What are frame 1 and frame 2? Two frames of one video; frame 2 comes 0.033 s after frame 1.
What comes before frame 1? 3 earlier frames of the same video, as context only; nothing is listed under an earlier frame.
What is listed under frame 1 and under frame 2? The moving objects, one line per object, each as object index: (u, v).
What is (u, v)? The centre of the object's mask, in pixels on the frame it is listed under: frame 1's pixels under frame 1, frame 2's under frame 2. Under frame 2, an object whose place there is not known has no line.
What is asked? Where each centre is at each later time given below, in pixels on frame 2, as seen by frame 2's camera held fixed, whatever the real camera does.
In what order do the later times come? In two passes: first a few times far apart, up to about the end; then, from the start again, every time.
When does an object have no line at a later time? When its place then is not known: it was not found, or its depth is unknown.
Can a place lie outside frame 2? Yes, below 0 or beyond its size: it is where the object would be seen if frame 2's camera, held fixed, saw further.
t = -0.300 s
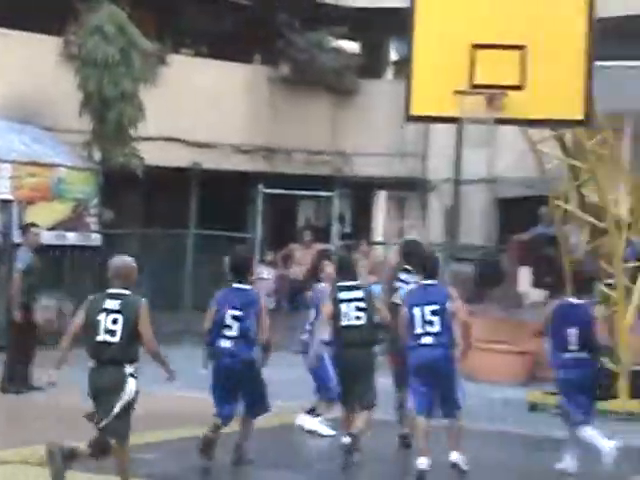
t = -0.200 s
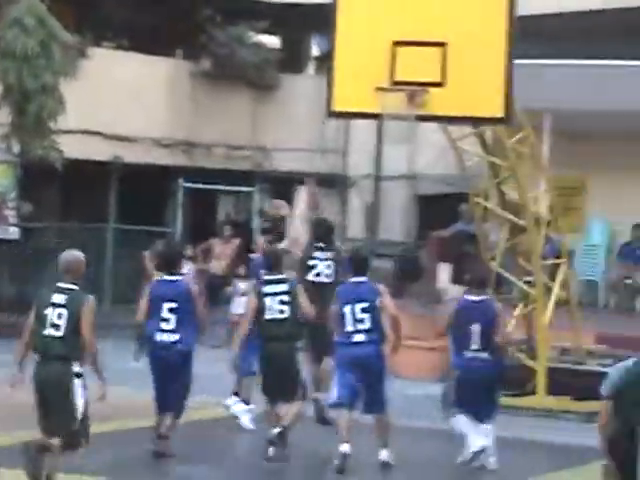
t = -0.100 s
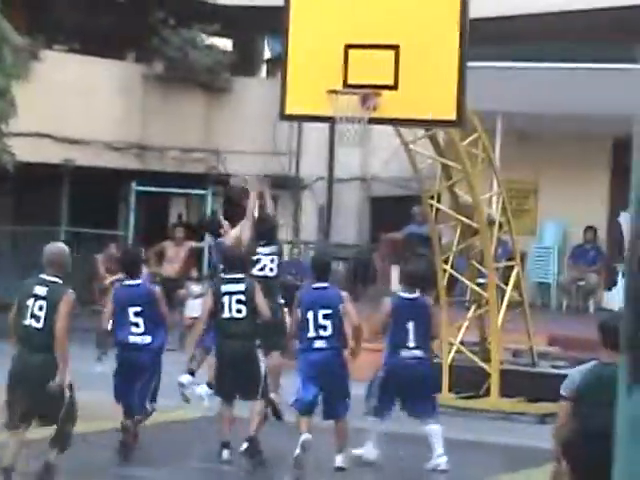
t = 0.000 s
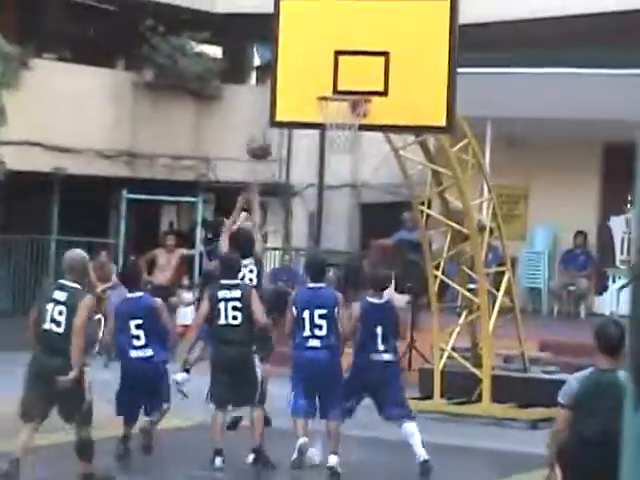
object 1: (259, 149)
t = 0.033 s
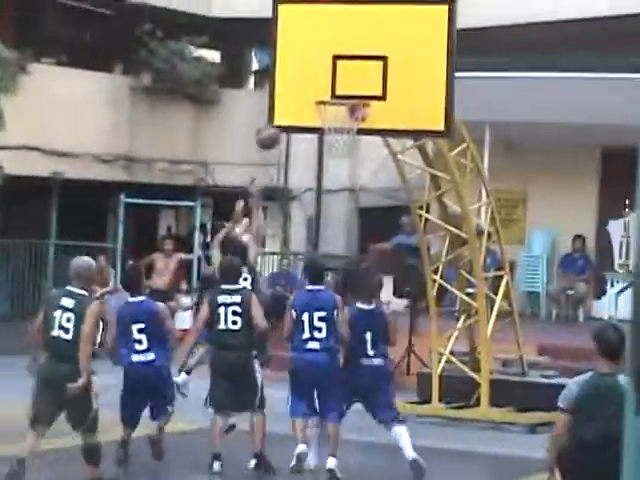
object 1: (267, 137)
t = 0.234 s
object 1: (304, 86)
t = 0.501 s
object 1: (315, 84)
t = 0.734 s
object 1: (317, 89)
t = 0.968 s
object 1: (319, 124)
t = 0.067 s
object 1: (278, 124)
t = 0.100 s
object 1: (286, 112)
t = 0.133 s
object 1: (296, 101)
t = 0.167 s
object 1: (301, 94)
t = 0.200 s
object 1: (303, 89)
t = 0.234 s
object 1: (304, 86)
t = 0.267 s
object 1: (306, 84)
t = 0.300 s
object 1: (308, 83)
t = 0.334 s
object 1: (309, 83)
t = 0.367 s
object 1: (311, 84)
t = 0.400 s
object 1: (313, 87)
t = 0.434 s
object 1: (314, 86)
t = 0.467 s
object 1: (314, 84)
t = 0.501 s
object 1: (315, 84)
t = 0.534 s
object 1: (315, 85)
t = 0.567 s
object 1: (316, 87)
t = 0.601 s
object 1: (316, 86)
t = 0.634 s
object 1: (317, 85)
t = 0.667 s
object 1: (317, 86)
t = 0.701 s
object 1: (318, 88)
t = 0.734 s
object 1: (317, 89)
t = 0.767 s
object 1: (318, 91)
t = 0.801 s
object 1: (319, 93)
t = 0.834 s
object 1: (319, 97)
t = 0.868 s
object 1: (319, 102)
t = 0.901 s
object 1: (319, 108)
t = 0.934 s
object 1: (319, 115)
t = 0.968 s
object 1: (319, 124)
